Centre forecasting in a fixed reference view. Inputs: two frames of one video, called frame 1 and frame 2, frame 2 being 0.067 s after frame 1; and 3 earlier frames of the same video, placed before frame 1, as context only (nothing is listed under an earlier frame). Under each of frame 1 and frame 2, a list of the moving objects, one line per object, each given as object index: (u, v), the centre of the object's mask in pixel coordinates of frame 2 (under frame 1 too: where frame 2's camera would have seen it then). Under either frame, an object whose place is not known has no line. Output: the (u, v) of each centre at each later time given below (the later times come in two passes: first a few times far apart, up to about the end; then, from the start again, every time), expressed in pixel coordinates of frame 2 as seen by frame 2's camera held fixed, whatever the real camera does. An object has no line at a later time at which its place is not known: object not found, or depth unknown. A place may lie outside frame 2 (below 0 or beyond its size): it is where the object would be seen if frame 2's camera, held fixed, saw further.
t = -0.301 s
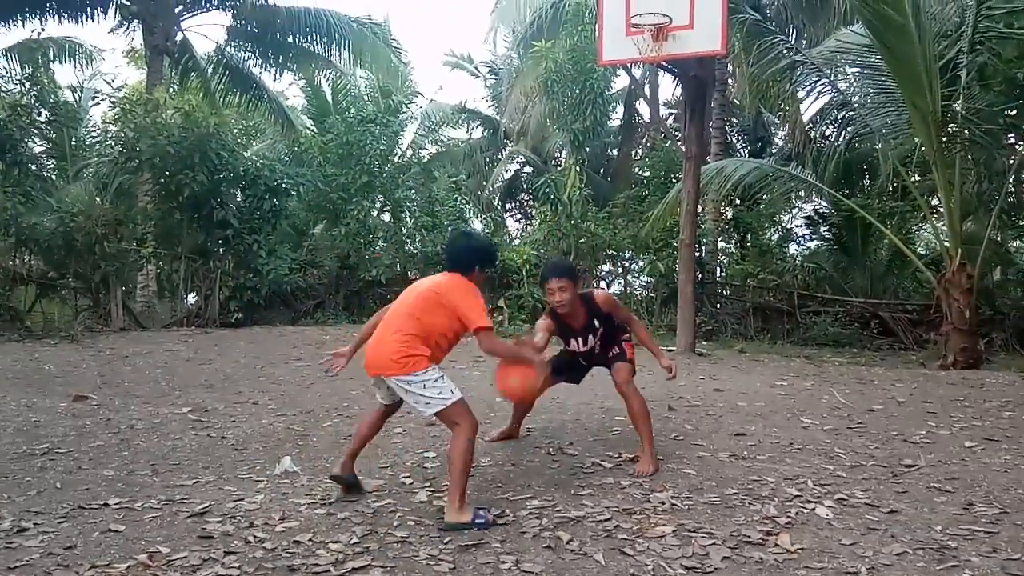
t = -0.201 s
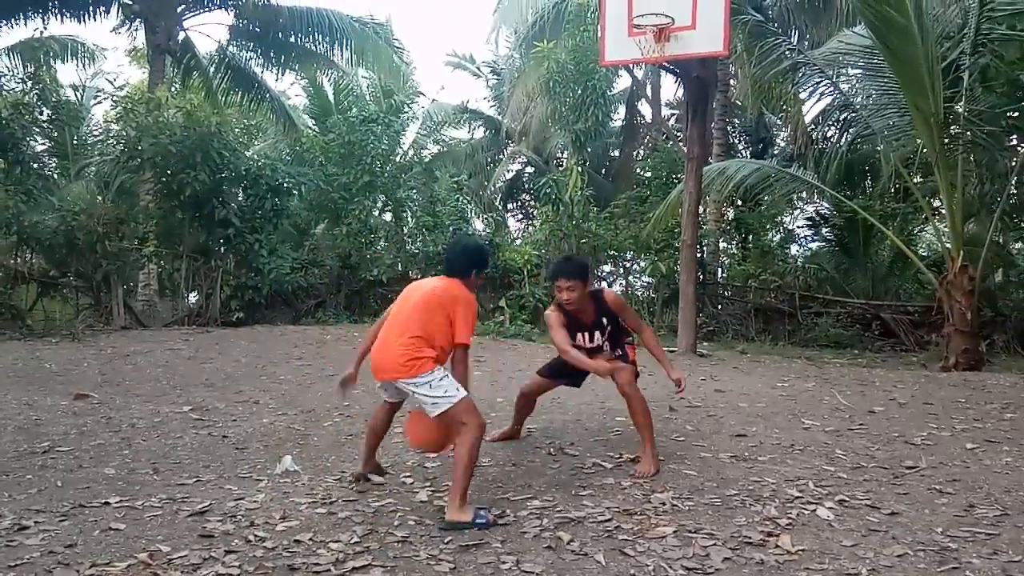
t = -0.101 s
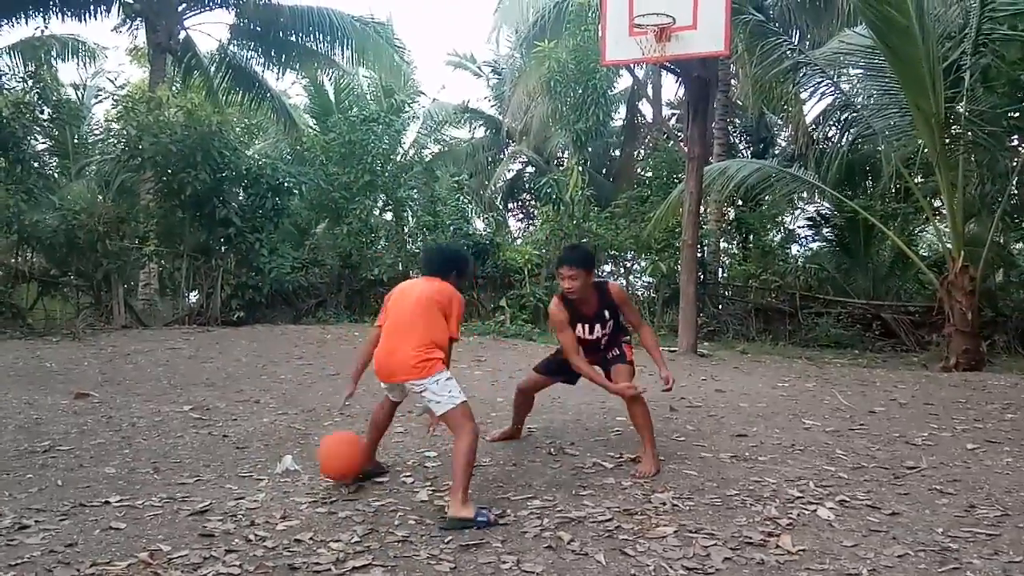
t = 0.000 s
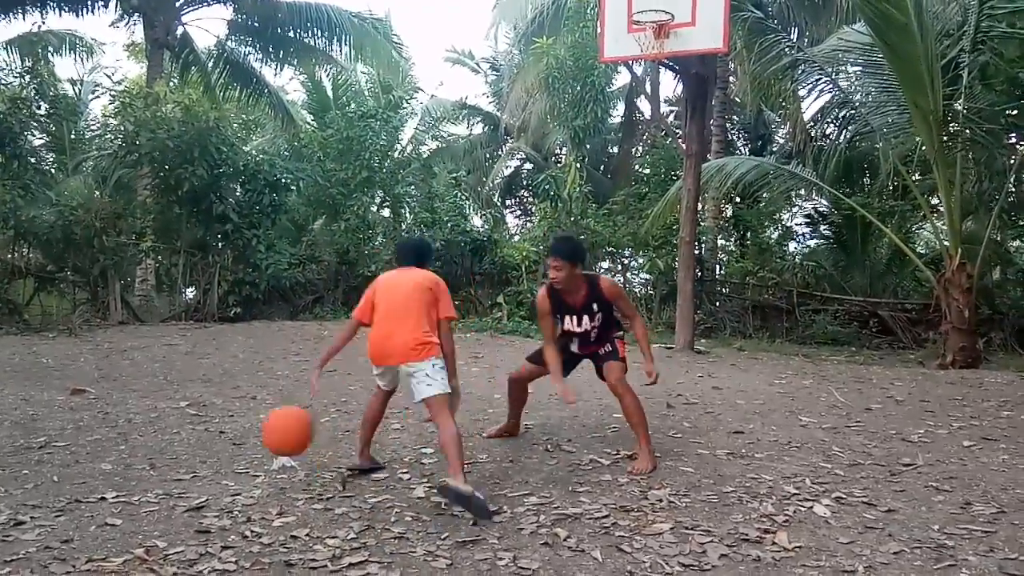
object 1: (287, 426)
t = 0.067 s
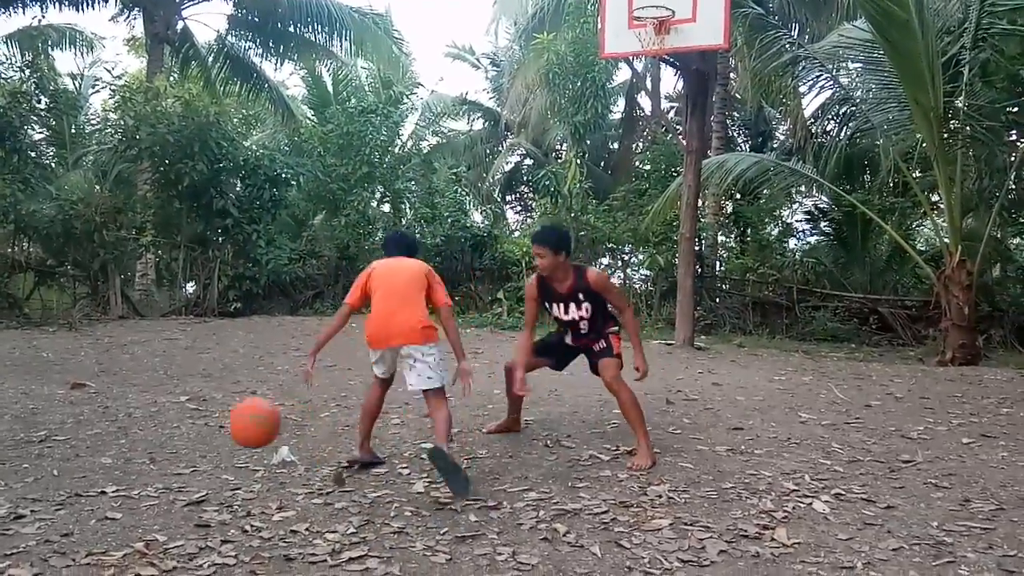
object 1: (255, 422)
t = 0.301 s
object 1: (136, 442)
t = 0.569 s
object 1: (10, 452)
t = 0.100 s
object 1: (238, 424)
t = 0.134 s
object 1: (221, 429)
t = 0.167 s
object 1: (204, 435)
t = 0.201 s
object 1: (188, 444)
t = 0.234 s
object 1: (170, 456)
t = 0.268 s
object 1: (153, 451)
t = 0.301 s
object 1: (136, 442)
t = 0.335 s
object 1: (120, 435)
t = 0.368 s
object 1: (102, 432)
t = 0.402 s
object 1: (86, 431)
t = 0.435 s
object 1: (68, 431)
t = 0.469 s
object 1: (50, 435)
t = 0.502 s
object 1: (34, 441)
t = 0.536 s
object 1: (20, 448)
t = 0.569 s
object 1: (10, 452)
